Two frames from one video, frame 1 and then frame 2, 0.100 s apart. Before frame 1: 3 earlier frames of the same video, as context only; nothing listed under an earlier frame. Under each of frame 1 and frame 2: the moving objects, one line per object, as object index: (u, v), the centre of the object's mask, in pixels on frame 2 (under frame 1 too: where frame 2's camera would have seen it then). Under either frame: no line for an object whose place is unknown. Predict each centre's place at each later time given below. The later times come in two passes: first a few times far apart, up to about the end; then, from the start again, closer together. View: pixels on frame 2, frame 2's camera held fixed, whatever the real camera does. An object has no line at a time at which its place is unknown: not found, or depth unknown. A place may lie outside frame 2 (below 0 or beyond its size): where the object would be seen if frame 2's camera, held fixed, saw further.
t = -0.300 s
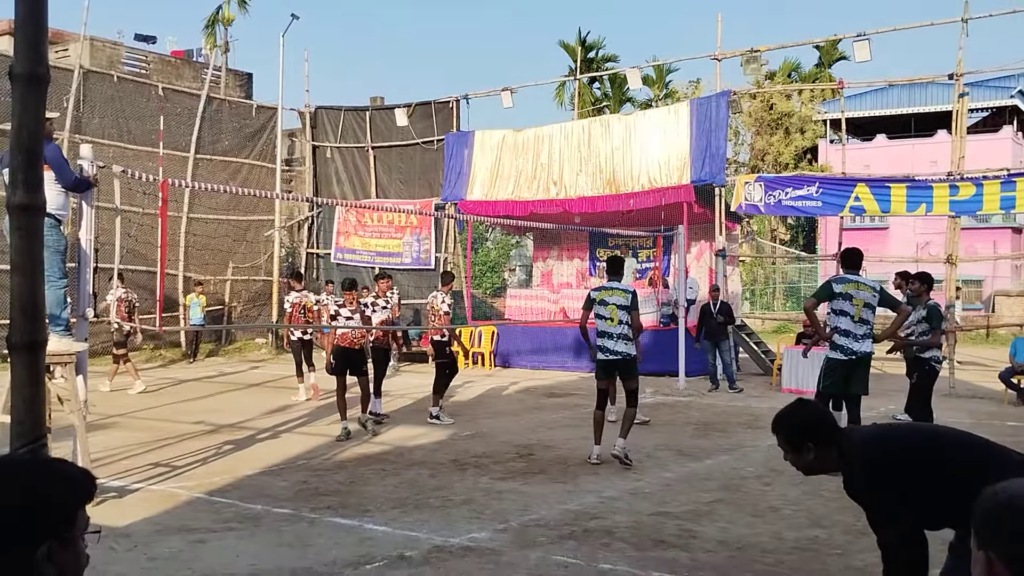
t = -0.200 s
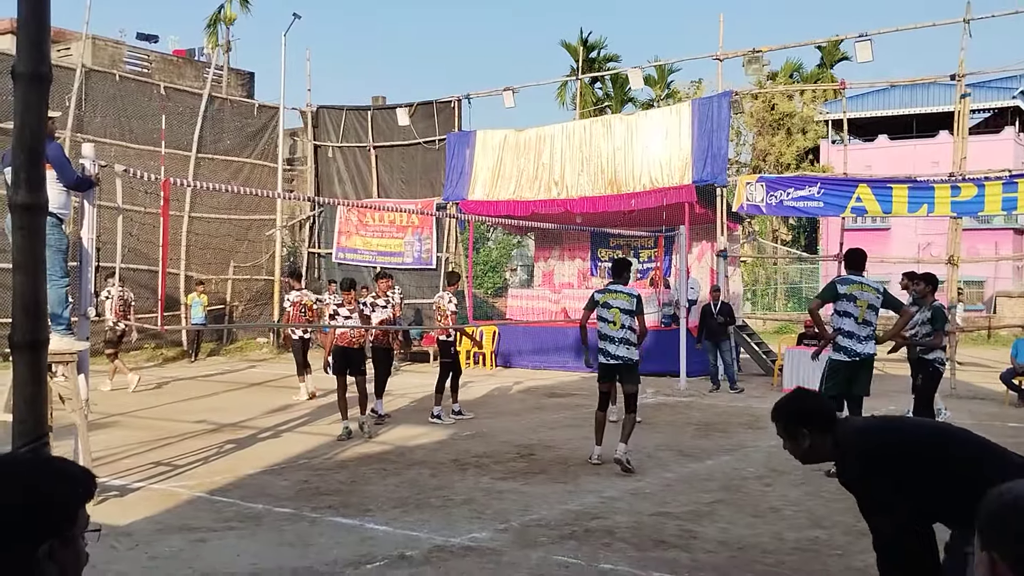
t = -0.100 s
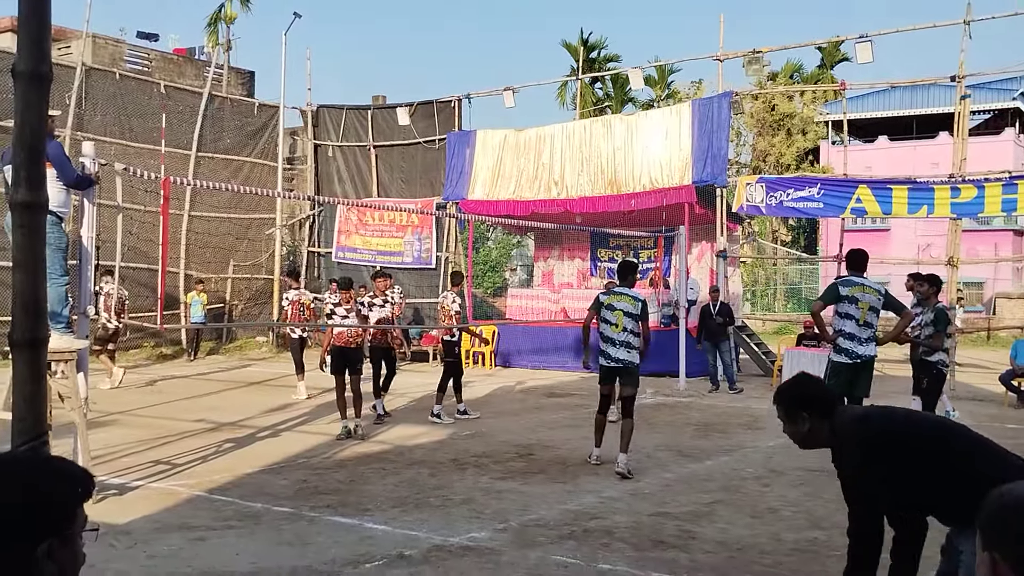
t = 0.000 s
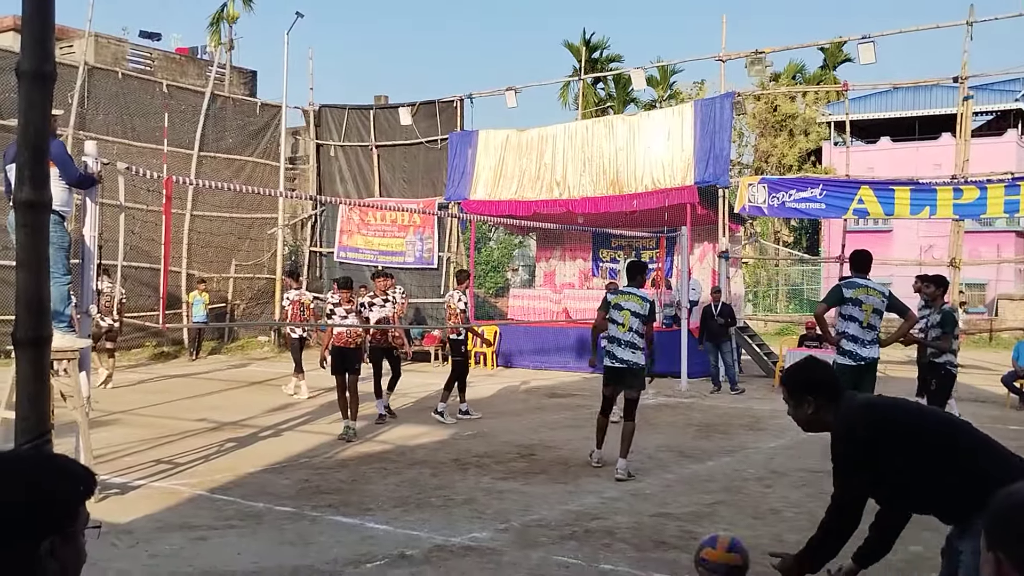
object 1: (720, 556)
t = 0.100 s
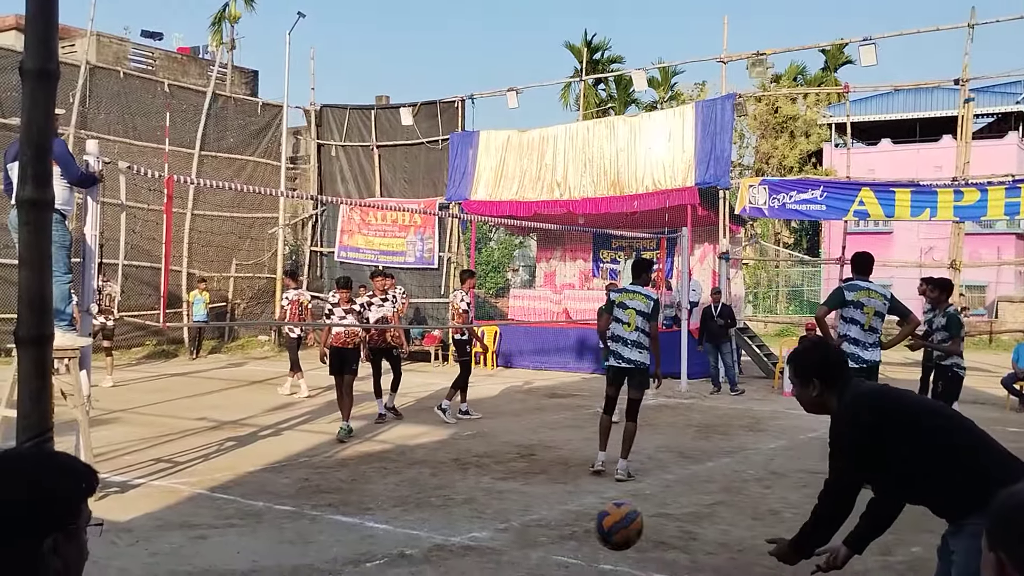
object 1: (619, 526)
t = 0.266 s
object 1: (487, 526)
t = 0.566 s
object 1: (352, 493)
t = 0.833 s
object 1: (279, 485)
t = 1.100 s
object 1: (220, 469)
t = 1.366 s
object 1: (169, 466)
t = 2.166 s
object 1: (58, 438)
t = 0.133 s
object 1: (589, 521)
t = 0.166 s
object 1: (561, 519)
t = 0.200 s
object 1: (534, 519)
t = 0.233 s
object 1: (510, 521)
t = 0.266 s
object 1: (487, 526)
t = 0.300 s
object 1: (465, 533)
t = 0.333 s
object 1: (444, 541)
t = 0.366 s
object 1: (424, 551)
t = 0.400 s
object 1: (406, 556)
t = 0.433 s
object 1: (394, 544)
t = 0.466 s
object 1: (383, 528)
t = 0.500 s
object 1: (372, 515)
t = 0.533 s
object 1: (362, 503)
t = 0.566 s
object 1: (352, 493)
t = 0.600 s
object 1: (342, 485)
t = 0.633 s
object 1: (333, 480)
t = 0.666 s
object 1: (322, 476)
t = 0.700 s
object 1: (314, 475)
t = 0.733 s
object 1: (305, 474)
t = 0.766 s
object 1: (296, 476)
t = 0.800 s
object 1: (288, 479)
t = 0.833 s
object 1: (279, 485)
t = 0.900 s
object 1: (263, 499)
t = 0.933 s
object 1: (256, 507)
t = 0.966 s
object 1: (248, 496)
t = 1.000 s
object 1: (241, 487)
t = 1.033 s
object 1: (234, 479)
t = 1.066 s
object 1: (227, 474)
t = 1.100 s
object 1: (220, 469)
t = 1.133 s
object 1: (213, 465)
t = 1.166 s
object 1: (207, 464)
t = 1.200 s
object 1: (200, 465)
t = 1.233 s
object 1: (193, 467)
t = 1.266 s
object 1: (187, 470)
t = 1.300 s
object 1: (180, 474)
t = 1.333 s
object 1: (174, 474)
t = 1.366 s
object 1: (169, 466)
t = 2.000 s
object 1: (86, 439)
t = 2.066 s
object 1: (64, 435)
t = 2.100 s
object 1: (62, 435)
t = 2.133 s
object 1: (59, 436)
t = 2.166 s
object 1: (58, 438)
